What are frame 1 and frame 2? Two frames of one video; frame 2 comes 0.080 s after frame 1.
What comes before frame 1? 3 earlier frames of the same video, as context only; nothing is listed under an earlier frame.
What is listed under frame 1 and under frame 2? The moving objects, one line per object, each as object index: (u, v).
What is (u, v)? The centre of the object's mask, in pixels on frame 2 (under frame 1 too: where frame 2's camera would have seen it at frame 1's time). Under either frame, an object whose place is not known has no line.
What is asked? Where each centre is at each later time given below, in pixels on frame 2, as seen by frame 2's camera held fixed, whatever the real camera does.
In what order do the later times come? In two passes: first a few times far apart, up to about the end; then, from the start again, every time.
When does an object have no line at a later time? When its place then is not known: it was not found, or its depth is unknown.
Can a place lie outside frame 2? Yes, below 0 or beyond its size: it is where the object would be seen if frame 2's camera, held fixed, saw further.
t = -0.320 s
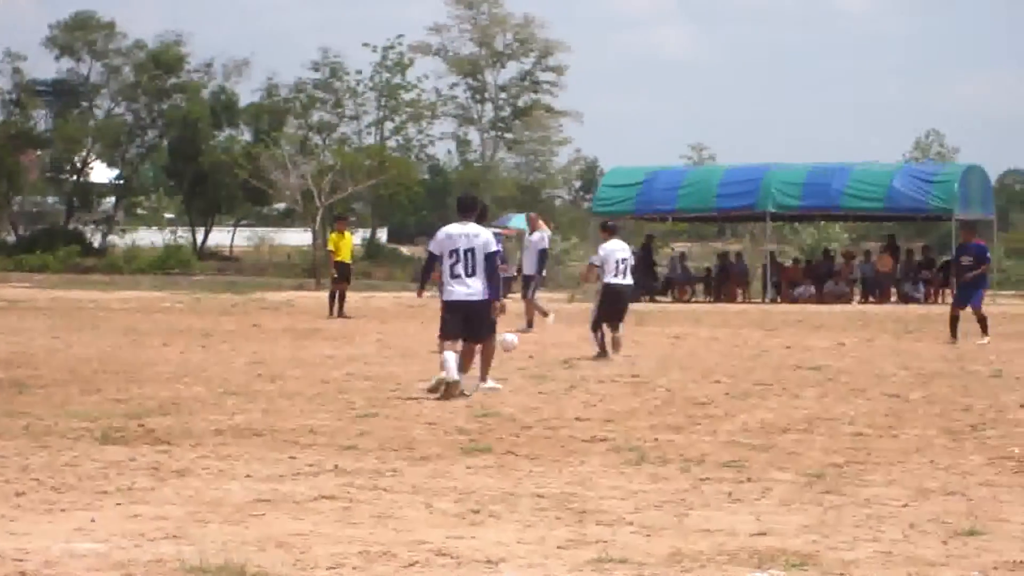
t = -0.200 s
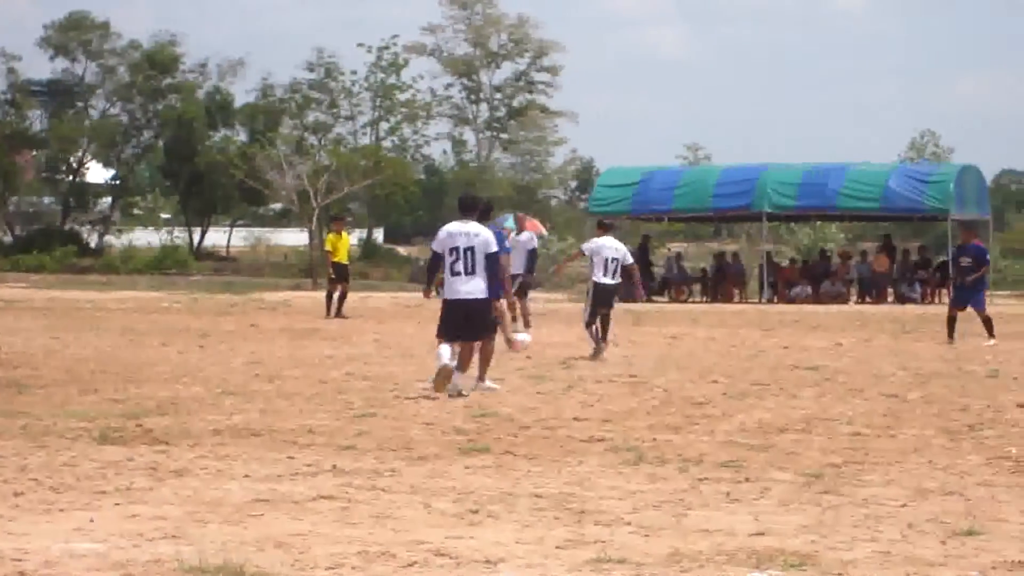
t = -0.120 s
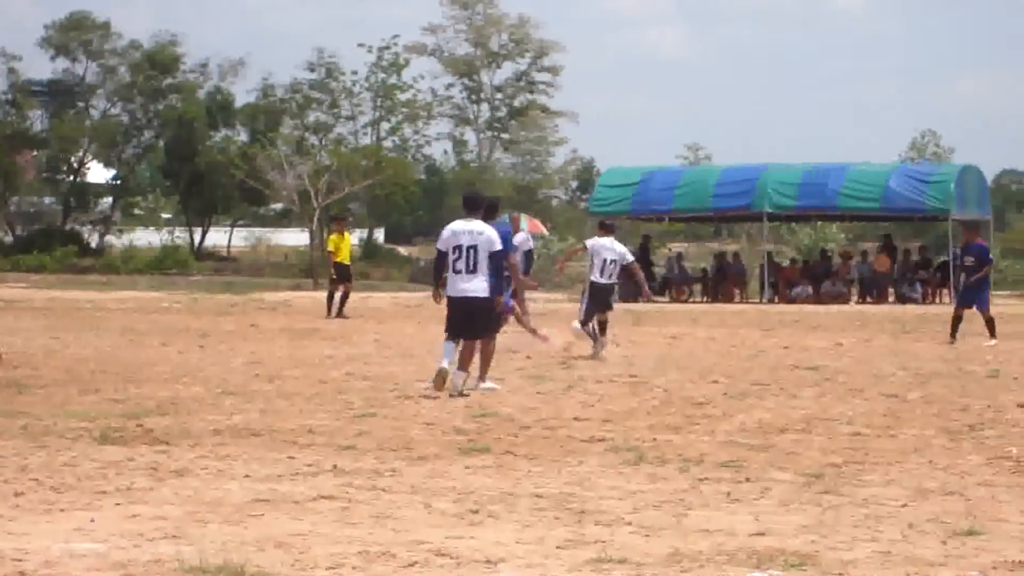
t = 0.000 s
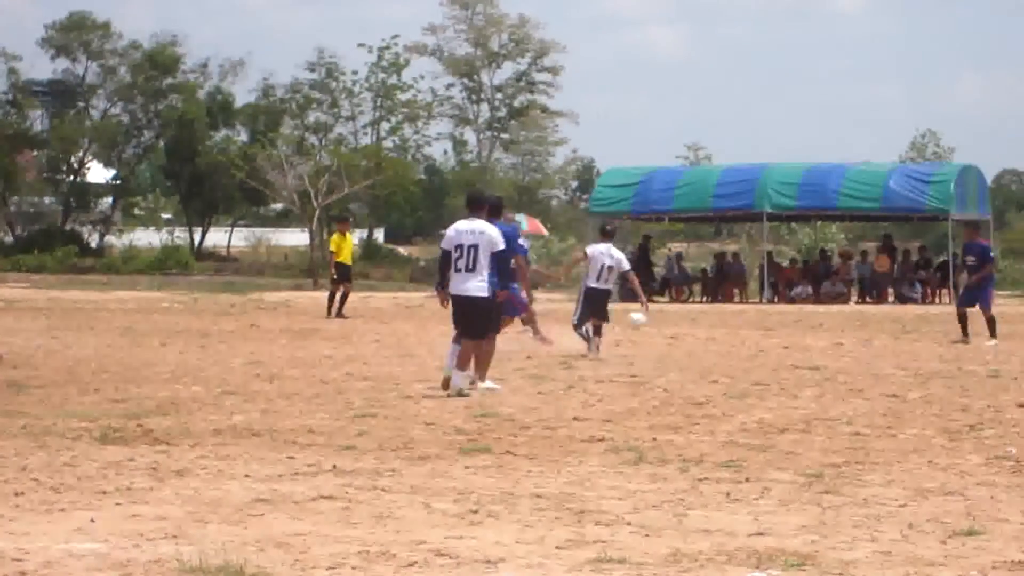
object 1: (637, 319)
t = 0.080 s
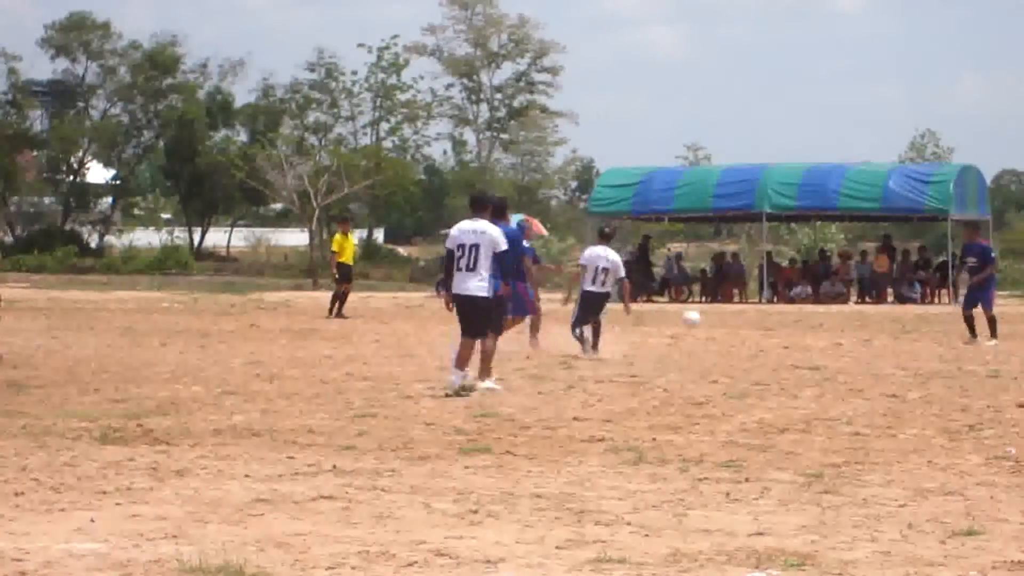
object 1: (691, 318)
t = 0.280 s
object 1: (827, 340)
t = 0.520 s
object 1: (941, 342)
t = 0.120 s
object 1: (720, 319)
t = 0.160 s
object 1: (747, 321)
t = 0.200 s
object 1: (774, 326)
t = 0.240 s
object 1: (801, 332)
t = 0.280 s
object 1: (827, 340)
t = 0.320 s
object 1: (846, 340)
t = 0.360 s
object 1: (868, 336)
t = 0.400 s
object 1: (886, 335)
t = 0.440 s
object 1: (905, 336)
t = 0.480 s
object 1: (923, 339)
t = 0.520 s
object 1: (941, 342)
